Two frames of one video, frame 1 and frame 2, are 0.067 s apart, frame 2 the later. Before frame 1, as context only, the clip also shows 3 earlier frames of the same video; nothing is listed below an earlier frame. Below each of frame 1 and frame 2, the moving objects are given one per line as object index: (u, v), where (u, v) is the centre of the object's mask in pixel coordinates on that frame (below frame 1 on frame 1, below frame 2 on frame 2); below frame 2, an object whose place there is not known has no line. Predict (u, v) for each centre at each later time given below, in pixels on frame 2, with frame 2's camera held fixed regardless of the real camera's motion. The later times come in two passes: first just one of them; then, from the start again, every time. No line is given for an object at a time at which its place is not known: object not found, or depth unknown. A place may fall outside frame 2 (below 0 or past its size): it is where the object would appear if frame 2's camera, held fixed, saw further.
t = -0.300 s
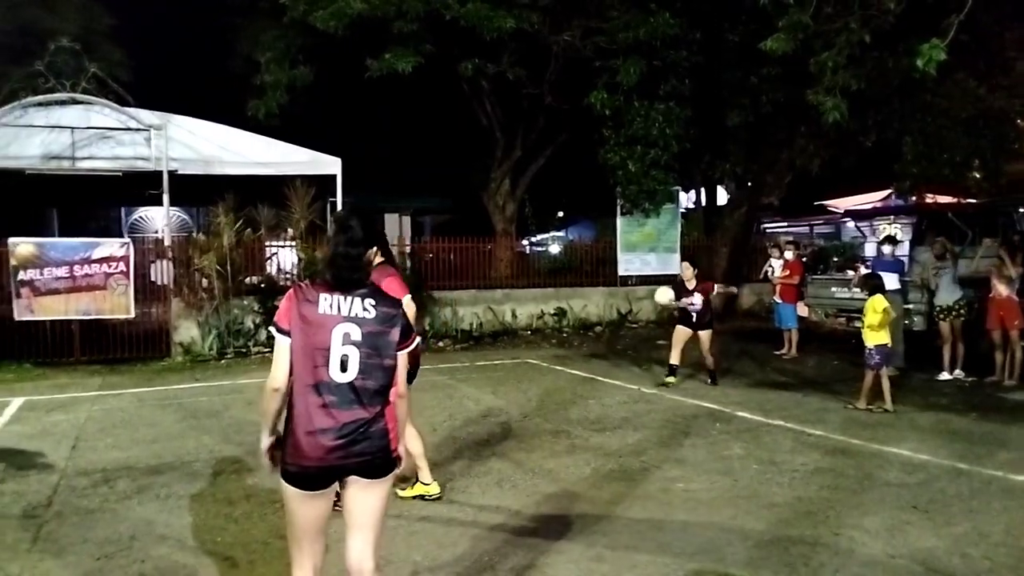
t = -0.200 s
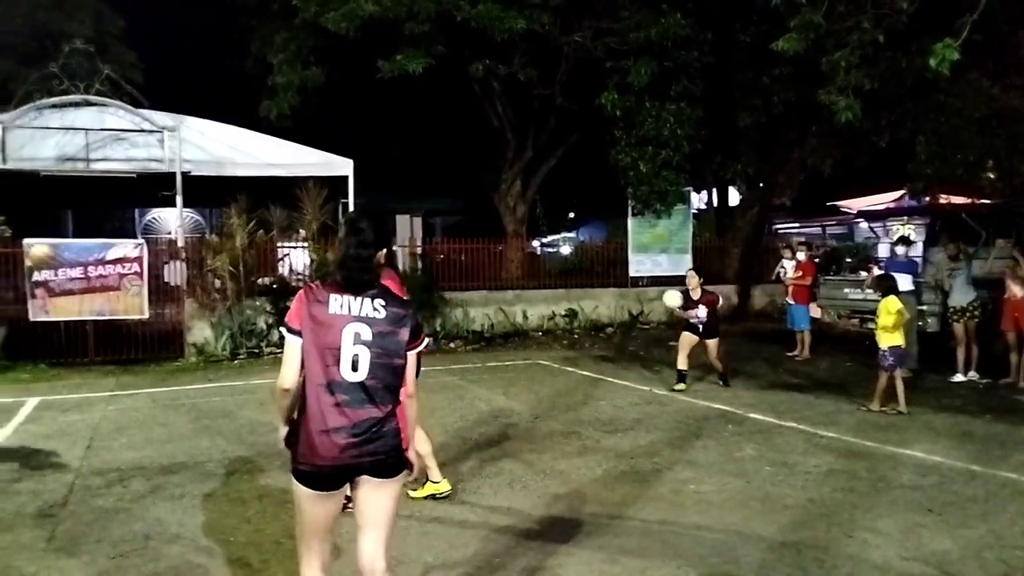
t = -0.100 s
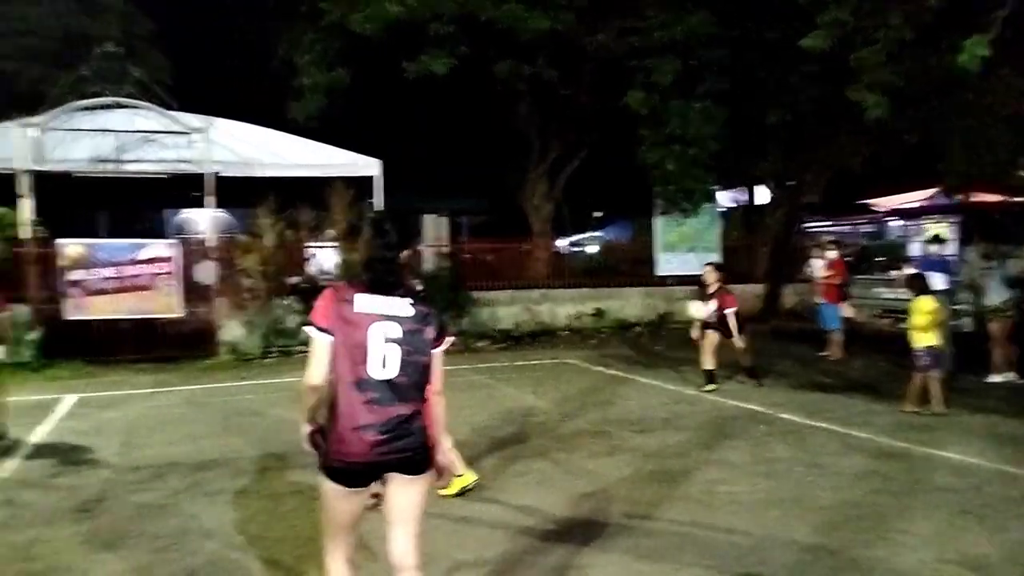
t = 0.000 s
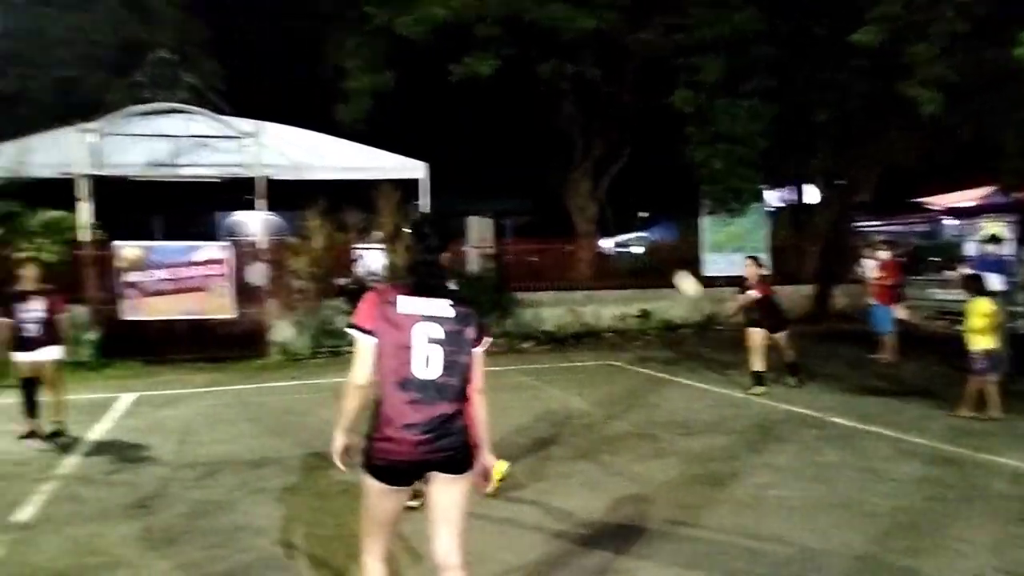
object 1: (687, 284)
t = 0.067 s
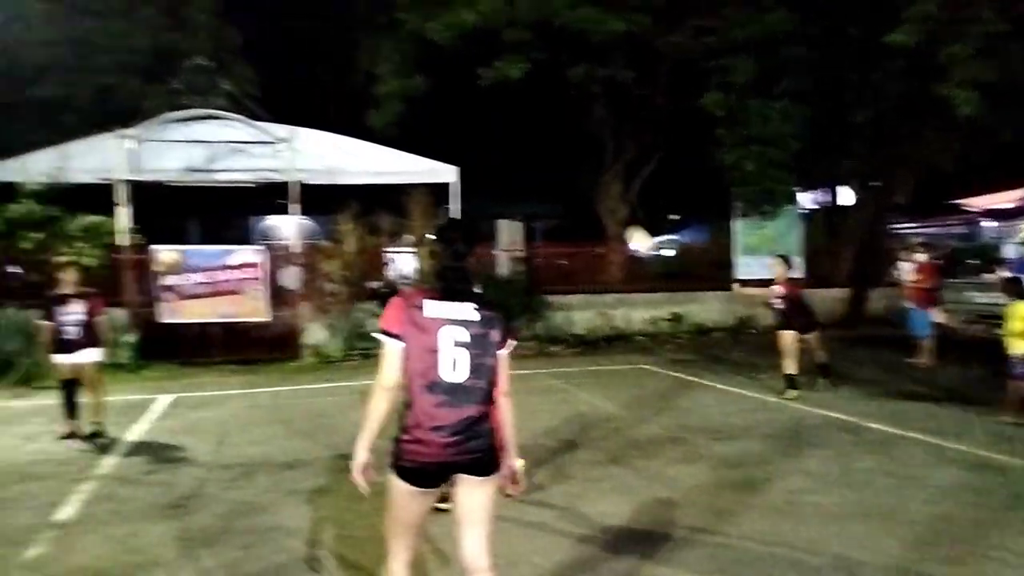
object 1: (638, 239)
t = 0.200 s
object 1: (473, 157)
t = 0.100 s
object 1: (600, 218)
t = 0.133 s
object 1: (558, 197)
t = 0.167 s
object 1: (516, 176)
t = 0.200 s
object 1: (473, 157)
